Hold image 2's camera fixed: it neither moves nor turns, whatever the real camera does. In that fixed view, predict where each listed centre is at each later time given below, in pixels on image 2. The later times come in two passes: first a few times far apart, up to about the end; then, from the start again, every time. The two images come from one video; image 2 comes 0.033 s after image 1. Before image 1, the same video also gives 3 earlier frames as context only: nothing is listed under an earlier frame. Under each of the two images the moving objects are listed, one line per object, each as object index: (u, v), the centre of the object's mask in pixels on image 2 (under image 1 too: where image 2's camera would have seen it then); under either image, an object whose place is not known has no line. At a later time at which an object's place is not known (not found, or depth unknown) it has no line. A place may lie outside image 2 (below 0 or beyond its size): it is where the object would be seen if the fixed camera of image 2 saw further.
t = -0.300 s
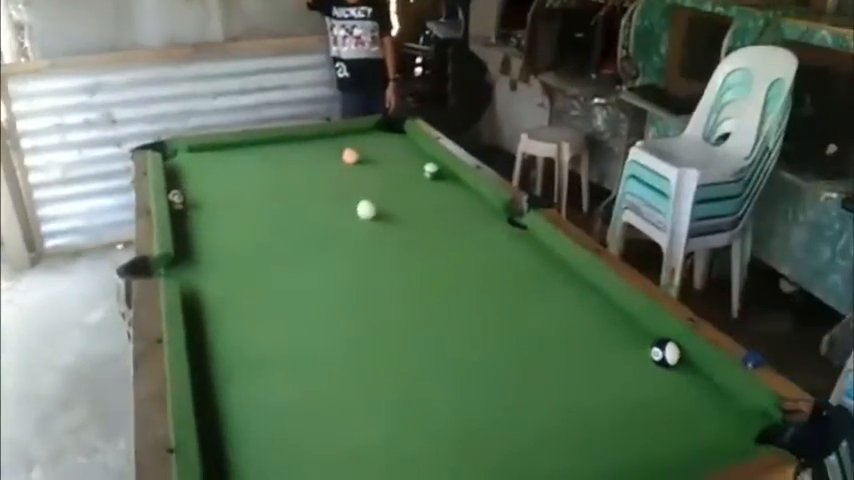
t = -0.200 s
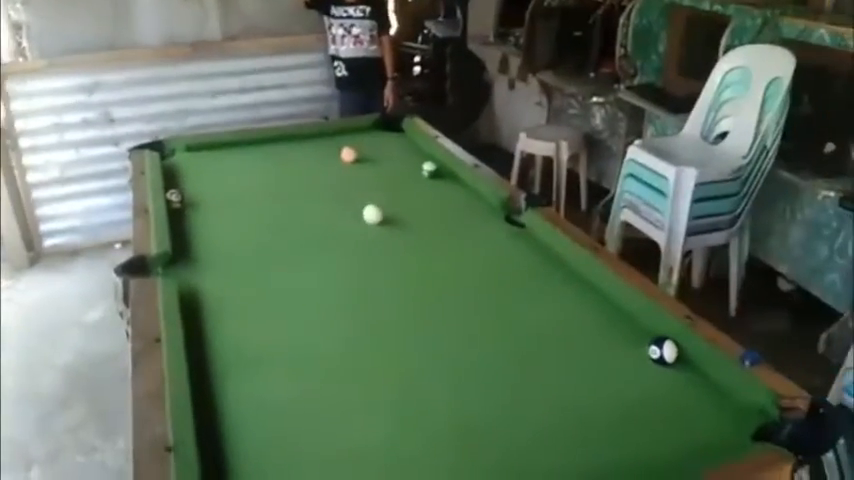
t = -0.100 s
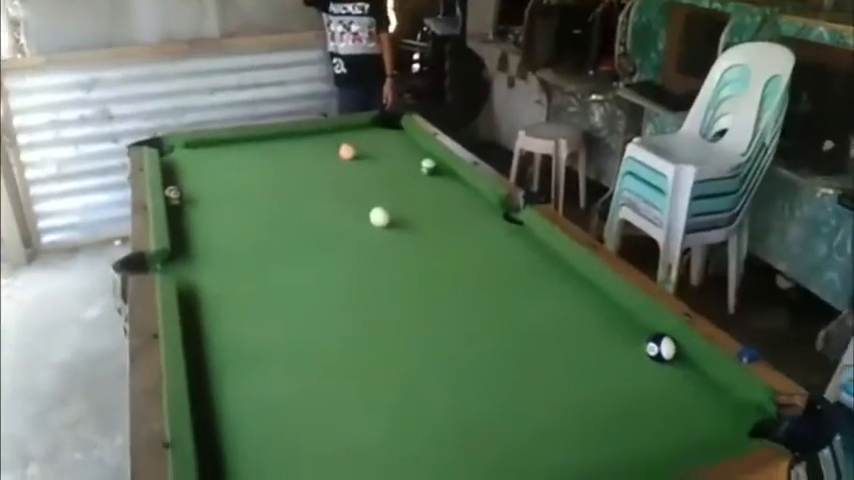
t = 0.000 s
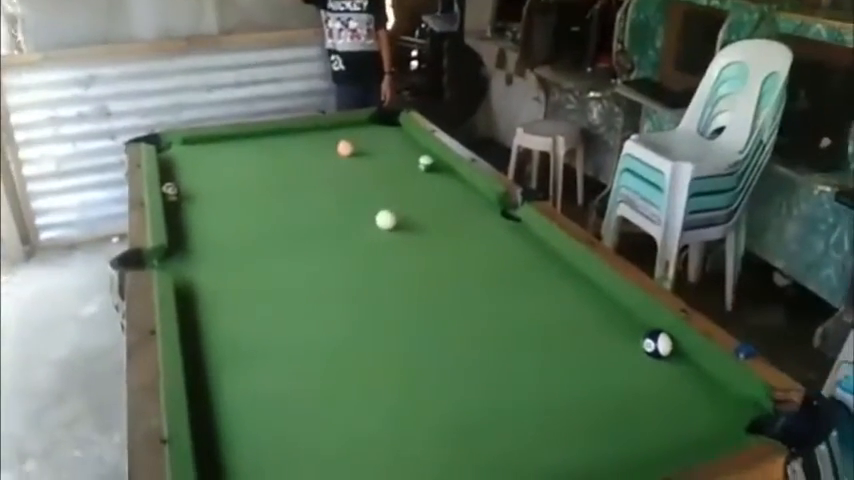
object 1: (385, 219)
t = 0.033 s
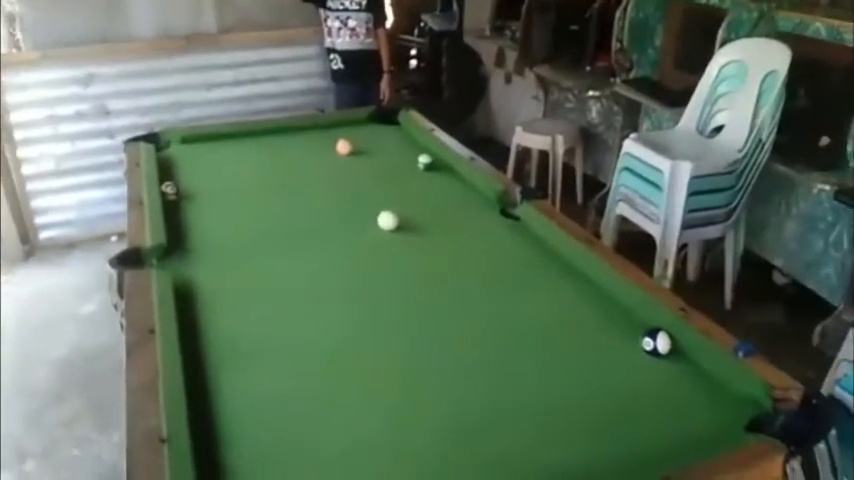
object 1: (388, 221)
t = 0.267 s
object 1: (408, 235)
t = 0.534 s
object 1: (433, 250)
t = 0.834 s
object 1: (461, 267)
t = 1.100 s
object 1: (486, 282)
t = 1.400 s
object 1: (516, 297)
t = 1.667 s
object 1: (542, 309)
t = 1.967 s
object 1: (568, 321)
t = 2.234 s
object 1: (588, 329)
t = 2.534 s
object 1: (608, 336)
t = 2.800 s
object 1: (621, 340)
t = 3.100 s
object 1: (625, 342)
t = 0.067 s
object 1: (391, 223)
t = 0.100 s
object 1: (394, 225)
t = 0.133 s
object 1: (396, 227)
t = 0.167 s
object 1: (400, 229)
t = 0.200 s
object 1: (402, 230)
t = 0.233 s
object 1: (406, 233)
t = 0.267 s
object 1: (408, 235)
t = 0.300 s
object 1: (411, 237)
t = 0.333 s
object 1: (414, 239)
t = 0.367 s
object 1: (418, 240)
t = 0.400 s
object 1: (420, 242)
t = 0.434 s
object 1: (424, 244)
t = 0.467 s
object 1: (426, 246)
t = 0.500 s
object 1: (430, 248)
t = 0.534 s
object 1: (433, 250)
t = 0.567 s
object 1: (436, 252)
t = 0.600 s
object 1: (439, 254)
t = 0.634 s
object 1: (441, 256)
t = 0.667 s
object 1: (445, 258)
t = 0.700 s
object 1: (448, 260)
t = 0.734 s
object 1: (451, 262)
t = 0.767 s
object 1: (454, 263)
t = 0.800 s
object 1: (458, 265)
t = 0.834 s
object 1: (461, 267)
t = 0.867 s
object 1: (464, 269)
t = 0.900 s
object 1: (467, 271)
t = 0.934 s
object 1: (470, 273)
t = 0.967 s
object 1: (473, 275)
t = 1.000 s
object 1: (477, 277)
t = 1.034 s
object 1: (480, 278)
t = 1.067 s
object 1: (483, 280)
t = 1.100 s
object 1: (486, 282)
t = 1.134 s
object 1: (490, 284)
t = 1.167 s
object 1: (493, 286)
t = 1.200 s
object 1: (496, 288)
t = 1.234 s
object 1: (499, 289)
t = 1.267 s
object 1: (503, 291)
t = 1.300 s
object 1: (506, 292)
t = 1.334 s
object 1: (509, 294)
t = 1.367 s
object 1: (512, 296)
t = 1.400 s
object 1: (516, 297)
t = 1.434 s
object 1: (519, 299)
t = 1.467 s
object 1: (522, 300)
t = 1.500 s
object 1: (526, 302)
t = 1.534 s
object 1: (529, 304)
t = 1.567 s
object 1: (532, 305)
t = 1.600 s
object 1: (535, 306)
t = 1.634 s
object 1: (539, 308)
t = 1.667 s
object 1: (542, 309)
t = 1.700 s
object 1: (545, 310)
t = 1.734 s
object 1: (548, 312)
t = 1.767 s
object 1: (551, 313)
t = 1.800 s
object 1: (554, 315)
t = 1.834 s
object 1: (557, 316)
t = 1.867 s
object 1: (559, 317)
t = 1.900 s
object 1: (563, 318)
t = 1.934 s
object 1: (565, 319)
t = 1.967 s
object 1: (568, 321)
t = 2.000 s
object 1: (571, 322)
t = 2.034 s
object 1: (573, 323)
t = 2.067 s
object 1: (576, 325)
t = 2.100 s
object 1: (579, 326)
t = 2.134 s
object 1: (581, 326)
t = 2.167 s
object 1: (583, 327)
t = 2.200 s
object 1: (586, 328)
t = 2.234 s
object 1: (588, 329)
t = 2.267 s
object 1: (591, 330)
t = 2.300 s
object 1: (593, 331)
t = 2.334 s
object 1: (595, 332)
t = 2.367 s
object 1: (598, 332)
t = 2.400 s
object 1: (600, 333)
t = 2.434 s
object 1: (602, 334)
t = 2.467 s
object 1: (604, 335)
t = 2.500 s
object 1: (606, 335)
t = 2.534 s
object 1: (608, 336)
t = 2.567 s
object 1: (610, 337)
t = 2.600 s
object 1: (612, 337)
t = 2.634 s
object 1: (613, 338)
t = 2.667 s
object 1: (615, 338)
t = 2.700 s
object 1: (617, 339)
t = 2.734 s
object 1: (618, 339)
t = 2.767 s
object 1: (620, 340)
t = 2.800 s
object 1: (621, 340)
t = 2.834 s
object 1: (623, 341)
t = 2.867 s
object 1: (624, 341)
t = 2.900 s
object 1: (624, 341)
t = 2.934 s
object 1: (624, 342)
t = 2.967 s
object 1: (625, 342)
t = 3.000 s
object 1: (625, 342)
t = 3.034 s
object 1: (625, 342)
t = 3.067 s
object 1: (625, 342)
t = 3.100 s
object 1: (625, 342)
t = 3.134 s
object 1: (624, 342)
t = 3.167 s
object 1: (624, 342)
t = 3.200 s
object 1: (625, 342)
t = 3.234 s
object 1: (625, 342)
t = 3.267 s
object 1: (624, 342)
